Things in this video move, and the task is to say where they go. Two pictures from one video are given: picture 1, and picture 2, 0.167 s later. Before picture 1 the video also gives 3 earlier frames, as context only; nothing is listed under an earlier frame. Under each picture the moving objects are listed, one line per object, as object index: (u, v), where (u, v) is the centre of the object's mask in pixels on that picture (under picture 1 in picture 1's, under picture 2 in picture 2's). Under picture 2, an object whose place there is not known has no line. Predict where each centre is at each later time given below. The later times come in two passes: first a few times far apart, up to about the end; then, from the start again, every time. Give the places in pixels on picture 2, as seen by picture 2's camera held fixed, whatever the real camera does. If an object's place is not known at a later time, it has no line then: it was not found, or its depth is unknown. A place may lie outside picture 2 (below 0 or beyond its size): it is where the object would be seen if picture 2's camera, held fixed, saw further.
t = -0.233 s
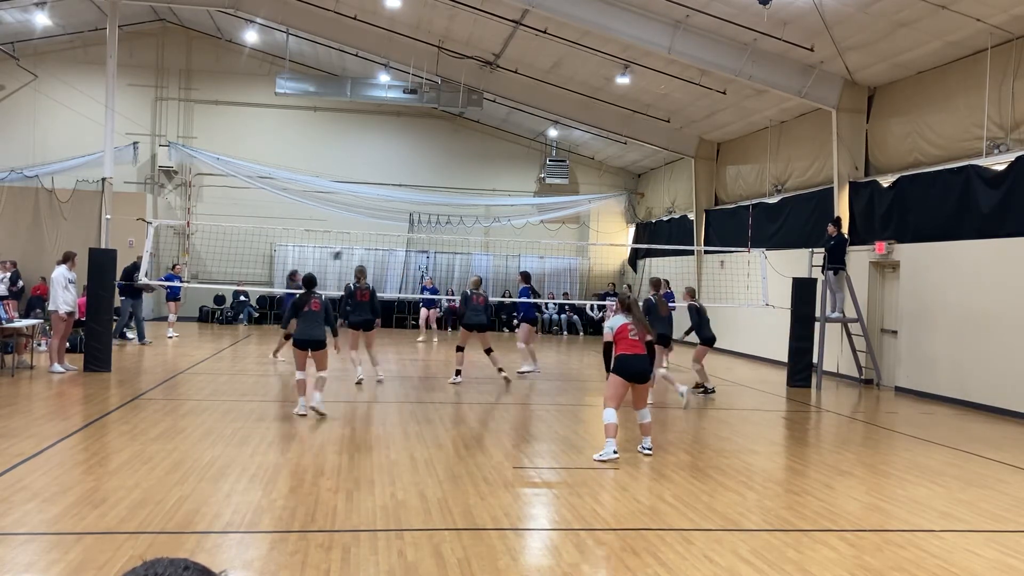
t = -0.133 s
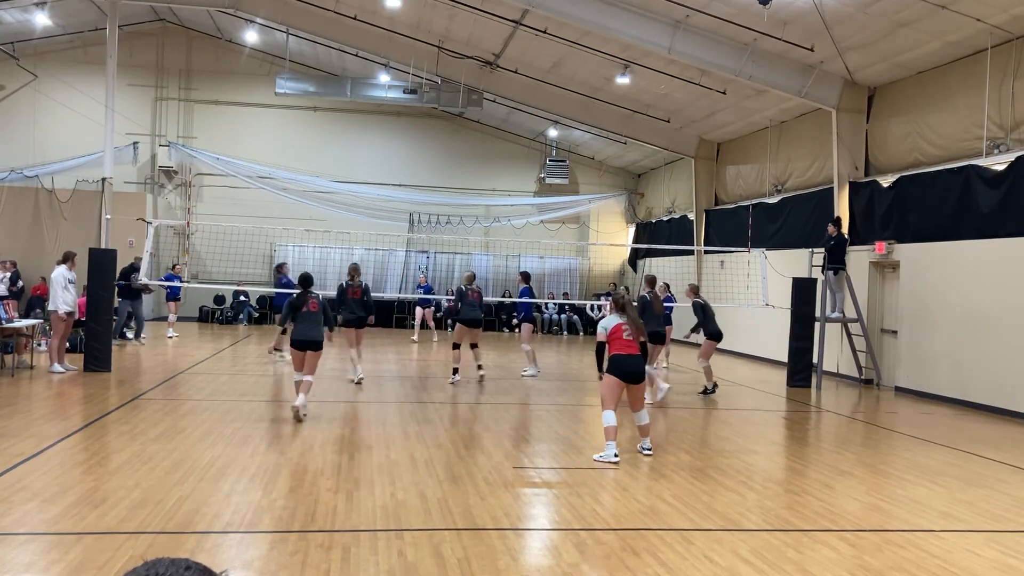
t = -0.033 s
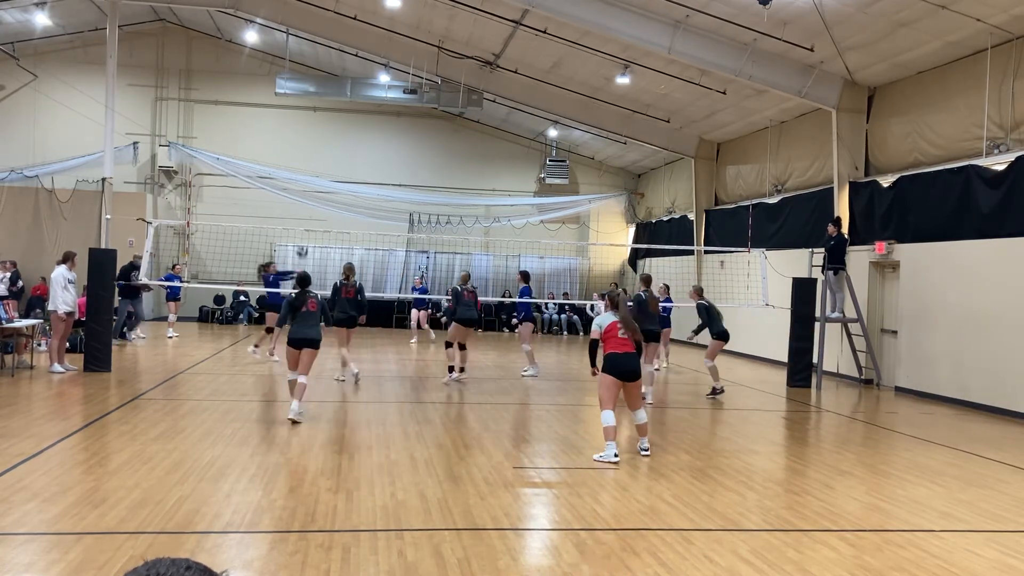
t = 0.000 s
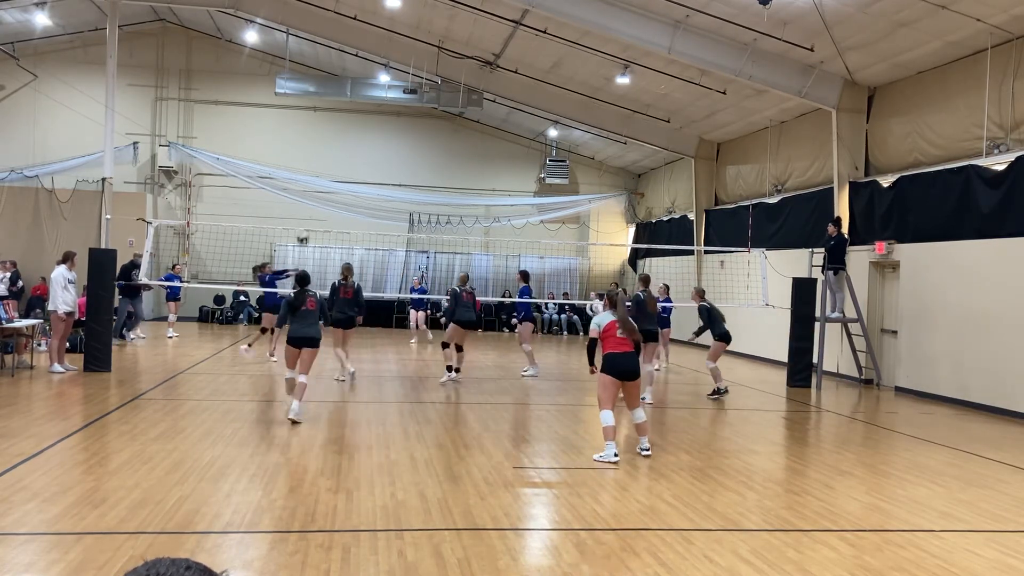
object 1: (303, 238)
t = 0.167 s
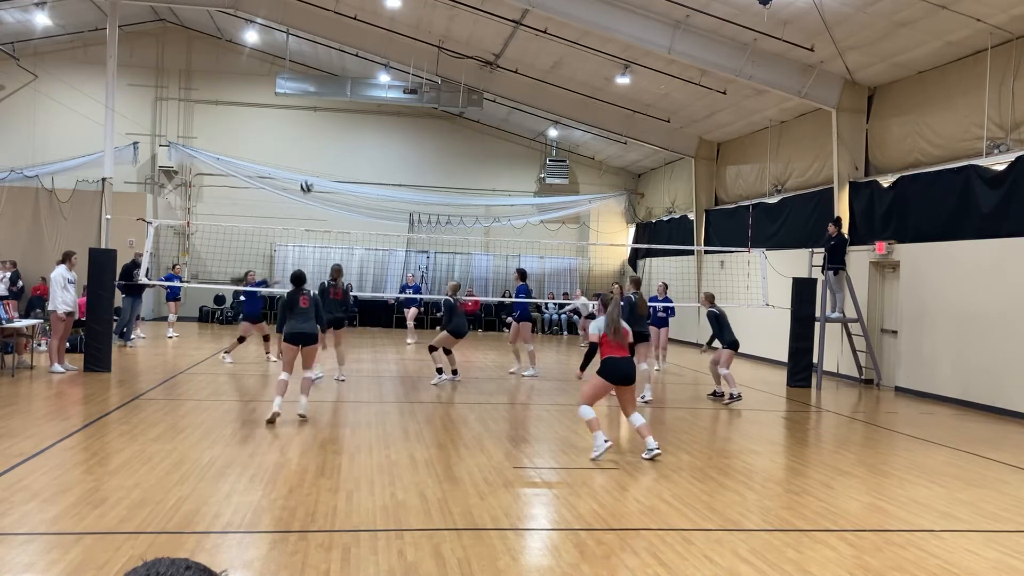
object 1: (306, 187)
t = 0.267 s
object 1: (309, 161)
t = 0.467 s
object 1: (314, 126)
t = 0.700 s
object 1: (320, 116)
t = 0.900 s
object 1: (324, 139)
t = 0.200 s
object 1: (307, 177)
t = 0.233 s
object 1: (308, 169)
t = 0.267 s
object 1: (309, 161)
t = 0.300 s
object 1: (310, 154)
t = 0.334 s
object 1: (311, 147)
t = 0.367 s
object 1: (312, 141)
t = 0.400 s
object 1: (312, 135)
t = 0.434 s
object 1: (313, 131)
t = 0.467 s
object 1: (314, 126)
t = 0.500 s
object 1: (315, 123)
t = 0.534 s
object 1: (316, 120)
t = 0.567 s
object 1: (317, 118)
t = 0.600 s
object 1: (318, 116)
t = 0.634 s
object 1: (319, 115)
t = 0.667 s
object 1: (319, 115)
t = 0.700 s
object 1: (320, 116)
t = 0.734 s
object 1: (320, 118)
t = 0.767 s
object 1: (321, 120)
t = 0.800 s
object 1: (322, 124)
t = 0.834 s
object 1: (323, 128)
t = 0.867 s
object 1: (324, 133)
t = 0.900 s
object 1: (324, 139)
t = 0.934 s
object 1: (325, 146)
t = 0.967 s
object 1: (325, 154)
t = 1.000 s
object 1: (326, 164)
